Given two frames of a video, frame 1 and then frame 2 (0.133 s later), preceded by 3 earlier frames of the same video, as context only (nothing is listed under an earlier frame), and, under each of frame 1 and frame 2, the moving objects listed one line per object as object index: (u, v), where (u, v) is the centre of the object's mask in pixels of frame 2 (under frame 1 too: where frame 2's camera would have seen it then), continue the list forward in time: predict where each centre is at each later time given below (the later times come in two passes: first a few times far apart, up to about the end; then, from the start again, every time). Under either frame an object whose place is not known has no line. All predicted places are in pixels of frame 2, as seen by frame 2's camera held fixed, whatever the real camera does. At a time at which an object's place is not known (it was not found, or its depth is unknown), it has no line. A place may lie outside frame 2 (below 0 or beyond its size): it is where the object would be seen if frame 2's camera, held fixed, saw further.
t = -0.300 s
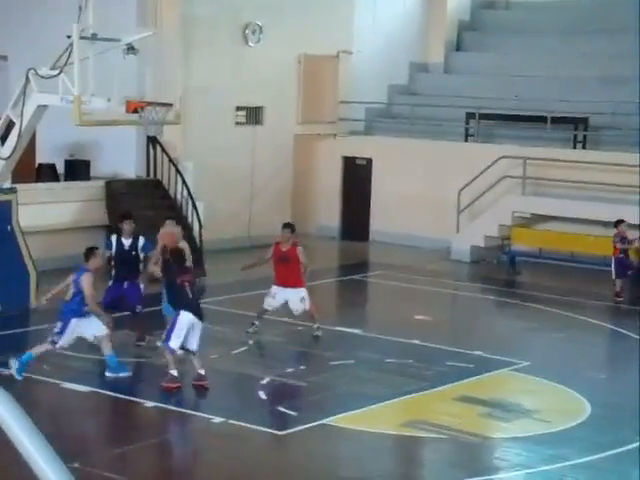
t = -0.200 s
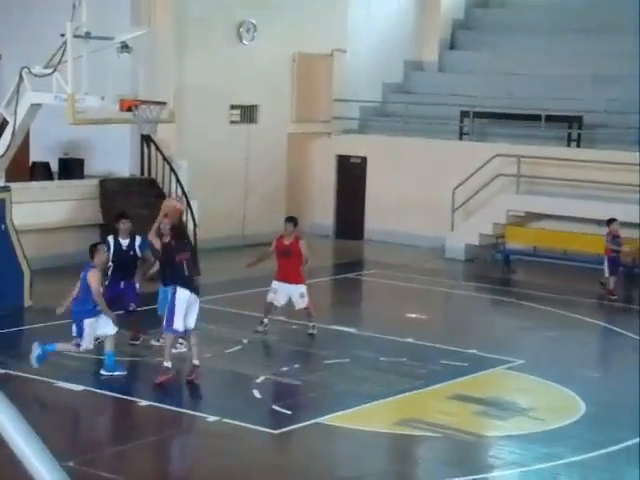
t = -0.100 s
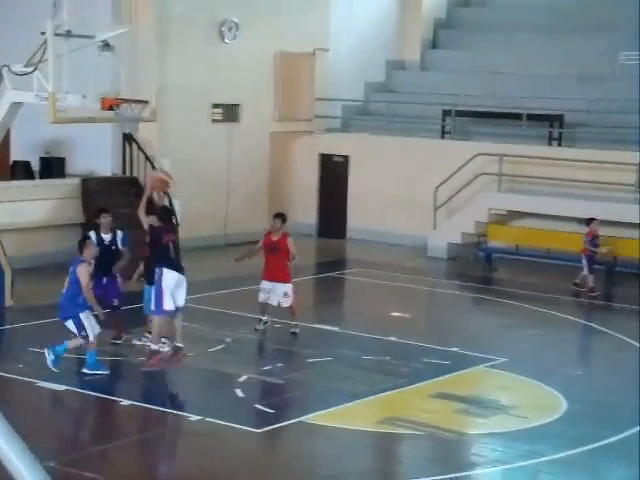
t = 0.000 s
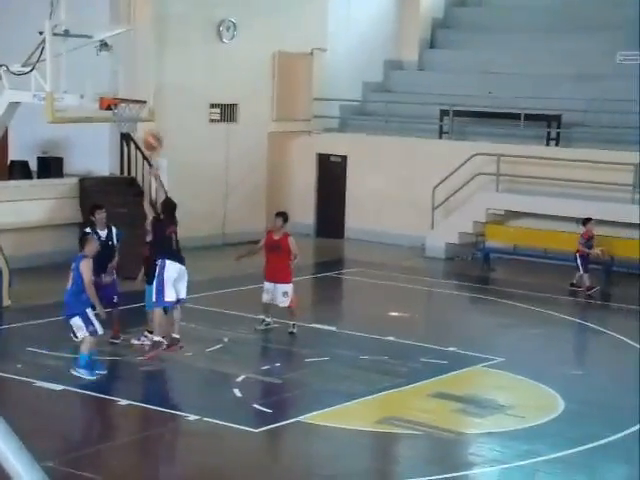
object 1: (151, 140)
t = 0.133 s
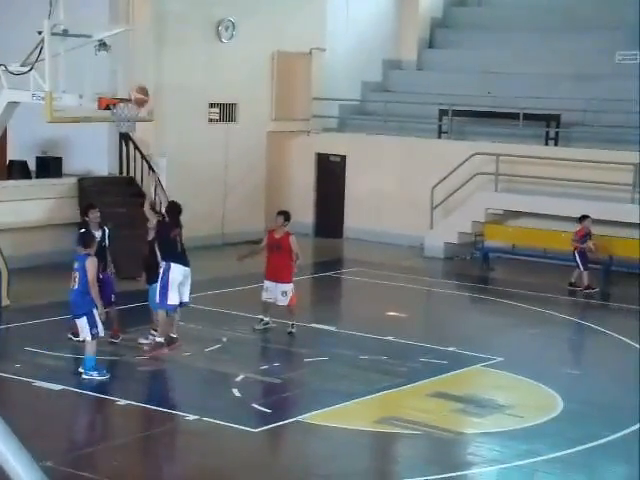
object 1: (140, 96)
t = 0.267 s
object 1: (128, 67)
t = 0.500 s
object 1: (109, 56)
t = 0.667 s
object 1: (112, 74)
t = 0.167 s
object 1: (136, 86)
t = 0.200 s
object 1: (133, 78)
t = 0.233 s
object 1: (131, 72)
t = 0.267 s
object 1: (128, 67)
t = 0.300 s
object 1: (125, 63)
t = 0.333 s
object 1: (122, 59)
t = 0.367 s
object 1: (119, 56)
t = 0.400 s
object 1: (116, 55)
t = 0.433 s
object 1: (114, 55)
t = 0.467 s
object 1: (112, 54)
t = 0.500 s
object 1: (109, 56)
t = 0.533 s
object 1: (106, 57)
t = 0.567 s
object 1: (104, 59)
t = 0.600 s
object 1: (102, 63)
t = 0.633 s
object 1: (106, 68)
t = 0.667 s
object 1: (112, 74)
